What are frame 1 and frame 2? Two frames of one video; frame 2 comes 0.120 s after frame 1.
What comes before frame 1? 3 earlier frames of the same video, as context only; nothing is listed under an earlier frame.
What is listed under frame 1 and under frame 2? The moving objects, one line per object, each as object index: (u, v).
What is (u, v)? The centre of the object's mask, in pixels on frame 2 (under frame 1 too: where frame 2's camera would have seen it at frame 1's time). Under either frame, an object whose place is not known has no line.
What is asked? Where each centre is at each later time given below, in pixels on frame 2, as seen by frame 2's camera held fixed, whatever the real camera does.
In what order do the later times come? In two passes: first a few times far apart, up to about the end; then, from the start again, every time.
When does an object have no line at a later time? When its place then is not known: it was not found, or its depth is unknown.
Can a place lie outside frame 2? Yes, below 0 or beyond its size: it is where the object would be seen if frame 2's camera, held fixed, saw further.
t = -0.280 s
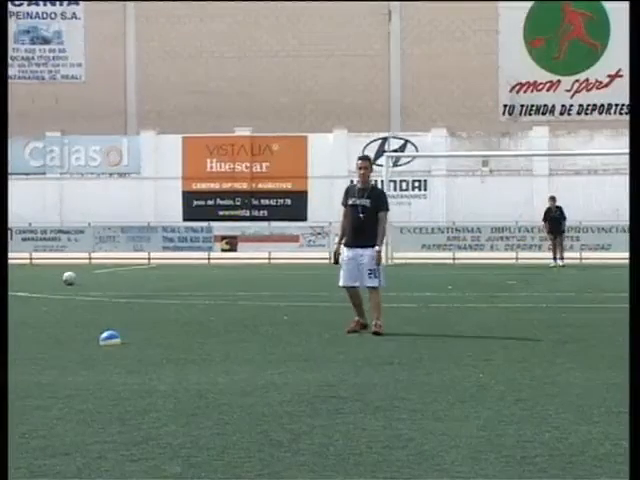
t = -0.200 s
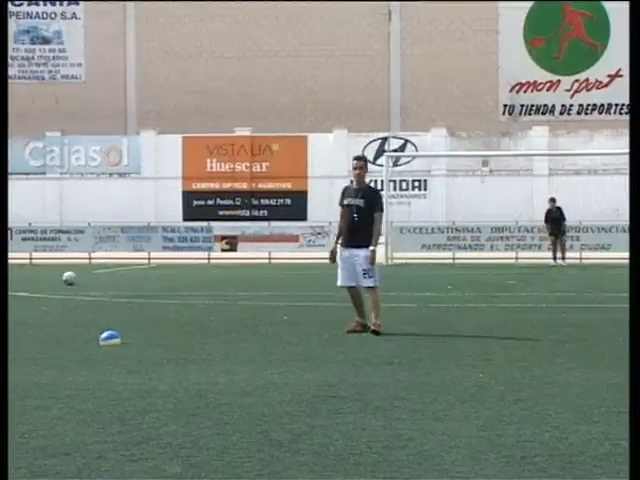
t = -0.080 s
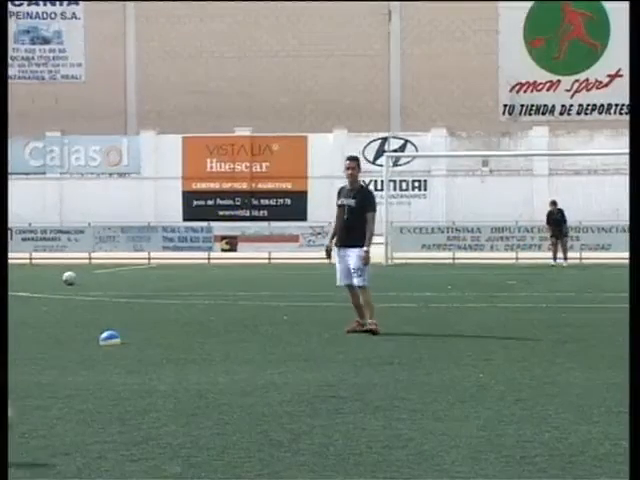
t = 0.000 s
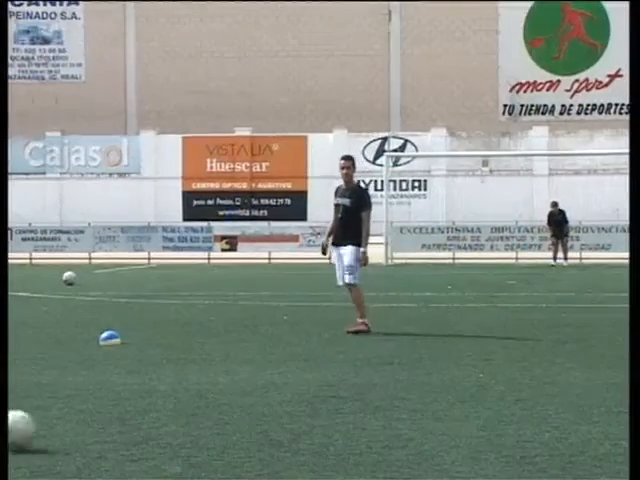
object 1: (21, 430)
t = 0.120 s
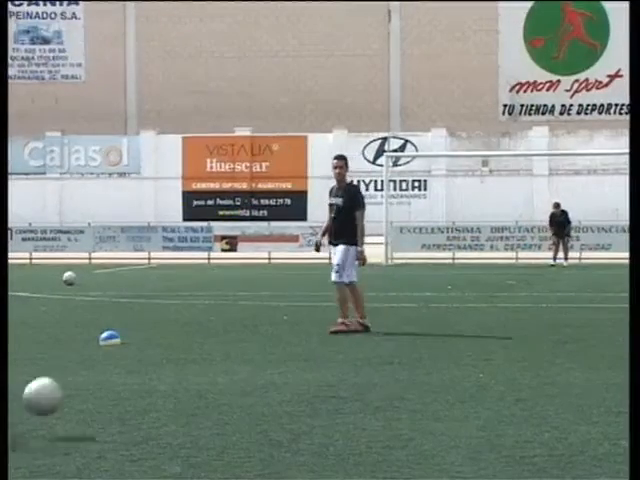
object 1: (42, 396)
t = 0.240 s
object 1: (64, 386)
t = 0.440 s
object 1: (98, 379)
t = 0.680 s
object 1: (132, 374)
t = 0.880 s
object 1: (154, 363)
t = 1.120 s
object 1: (175, 354)
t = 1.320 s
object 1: (191, 345)
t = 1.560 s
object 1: (203, 337)
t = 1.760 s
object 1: (213, 331)
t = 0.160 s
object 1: (50, 390)
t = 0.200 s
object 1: (56, 386)
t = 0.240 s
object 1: (64, 386)
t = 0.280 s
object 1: (72, 388)
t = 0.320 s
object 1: (79, 392)
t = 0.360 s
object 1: (86, 398)
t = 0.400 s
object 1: (92, 389)
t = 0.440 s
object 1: (98, 379)
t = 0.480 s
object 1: (105, 374)
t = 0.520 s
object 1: (111, 371)
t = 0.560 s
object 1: (116, 369)
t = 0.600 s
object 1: (121, 371)
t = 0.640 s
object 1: (127, 375)
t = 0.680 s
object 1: (132, 374)
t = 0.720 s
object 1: (136, 366)
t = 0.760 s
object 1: (142, 363)
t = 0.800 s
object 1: (146, 361)
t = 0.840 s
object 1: (150, 360)
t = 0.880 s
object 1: (154, 363)
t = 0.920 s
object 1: (158, 362)
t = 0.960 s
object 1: (162, 356)
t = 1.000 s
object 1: (166, 354)
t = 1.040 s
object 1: (170, 354)
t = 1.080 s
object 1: (173, 356)
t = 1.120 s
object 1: (175, 354)
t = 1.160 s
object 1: (180, 352)
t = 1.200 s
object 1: (183, 351)
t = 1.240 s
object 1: (185, 349)
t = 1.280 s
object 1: (187, 348)
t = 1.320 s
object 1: (191, 345)
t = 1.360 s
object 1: (193, 343)
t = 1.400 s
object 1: (194, 344)
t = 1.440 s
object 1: (197, 340)
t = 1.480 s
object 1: (200, 337)
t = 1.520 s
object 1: (202, 336)
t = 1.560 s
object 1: (203, 337)
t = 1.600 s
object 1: (206, 335)
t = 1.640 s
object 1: (208, 333)
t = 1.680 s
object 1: (209, 331)
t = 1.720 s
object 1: (211, 332)
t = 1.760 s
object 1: (213, 331)
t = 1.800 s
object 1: (215, 329)
